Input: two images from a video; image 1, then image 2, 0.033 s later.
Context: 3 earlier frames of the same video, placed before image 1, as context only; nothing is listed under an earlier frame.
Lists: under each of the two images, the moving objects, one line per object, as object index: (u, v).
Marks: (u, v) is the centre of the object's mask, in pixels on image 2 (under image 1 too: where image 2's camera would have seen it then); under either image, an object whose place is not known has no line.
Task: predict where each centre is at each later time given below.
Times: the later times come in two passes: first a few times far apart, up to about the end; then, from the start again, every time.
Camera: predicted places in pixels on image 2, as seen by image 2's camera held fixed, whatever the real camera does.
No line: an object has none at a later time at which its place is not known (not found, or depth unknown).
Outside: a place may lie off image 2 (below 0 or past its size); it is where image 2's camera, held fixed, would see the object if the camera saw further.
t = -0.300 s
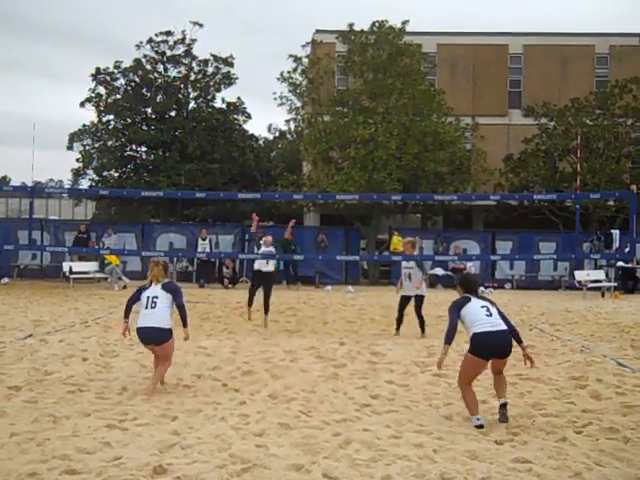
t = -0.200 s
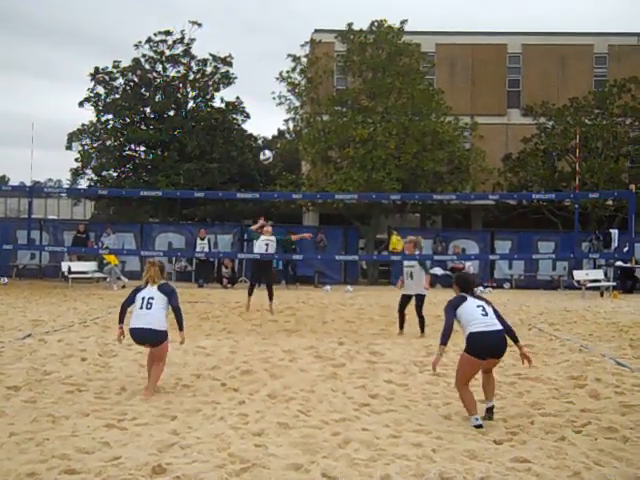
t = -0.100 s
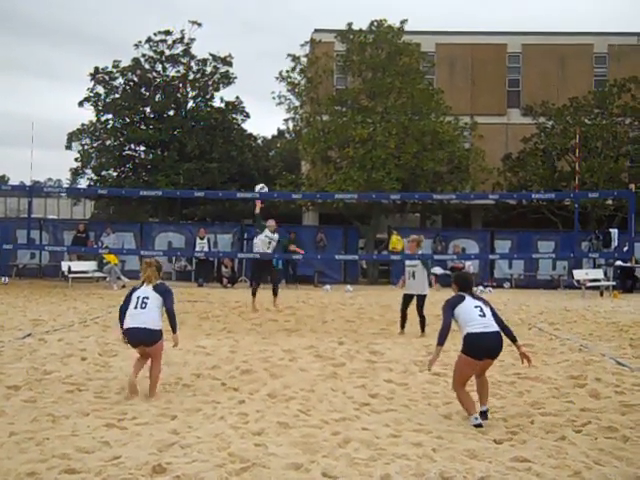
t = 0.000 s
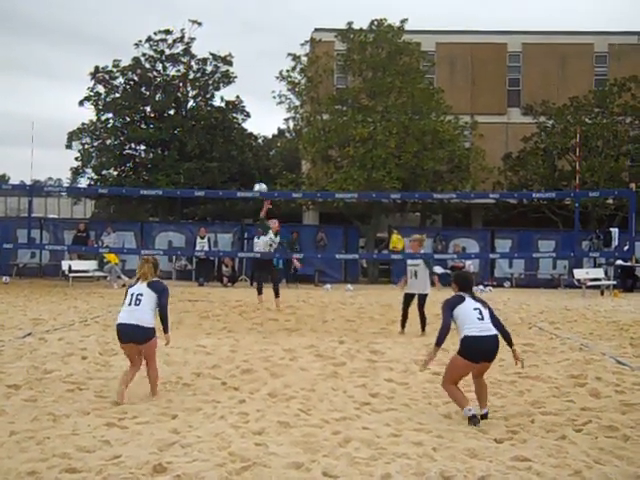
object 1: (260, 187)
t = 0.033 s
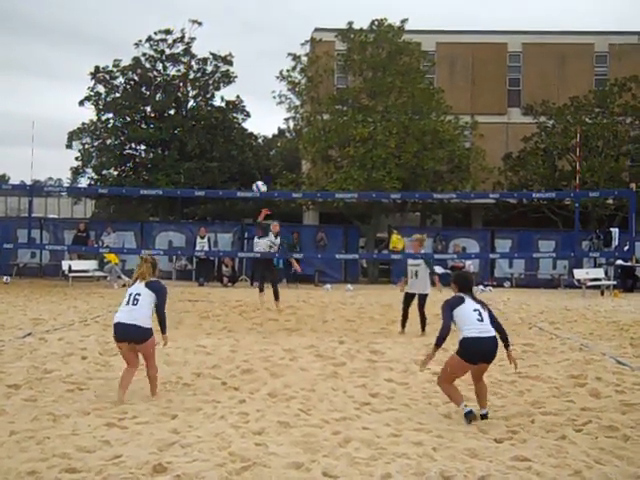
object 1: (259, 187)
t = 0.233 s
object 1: (257, 177)
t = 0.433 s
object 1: (254, 188)
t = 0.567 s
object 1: (251, 219)
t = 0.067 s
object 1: (259, 186)
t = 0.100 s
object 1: (258, 186)
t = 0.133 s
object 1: (258, 183)
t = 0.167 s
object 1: (257, 180)
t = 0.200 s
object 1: (257, 178)
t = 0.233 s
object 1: (257, 177)
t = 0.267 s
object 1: (256, 176)
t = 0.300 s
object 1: (256, 177)
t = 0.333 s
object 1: (255, 178)
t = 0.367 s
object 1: (255, 180)
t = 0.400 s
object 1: (255, 184)
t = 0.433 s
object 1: (254, 188)
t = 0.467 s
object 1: (254, 194)
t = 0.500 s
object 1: (252, 202)
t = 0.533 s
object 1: (252, 210)
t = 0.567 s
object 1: (251, 219)
